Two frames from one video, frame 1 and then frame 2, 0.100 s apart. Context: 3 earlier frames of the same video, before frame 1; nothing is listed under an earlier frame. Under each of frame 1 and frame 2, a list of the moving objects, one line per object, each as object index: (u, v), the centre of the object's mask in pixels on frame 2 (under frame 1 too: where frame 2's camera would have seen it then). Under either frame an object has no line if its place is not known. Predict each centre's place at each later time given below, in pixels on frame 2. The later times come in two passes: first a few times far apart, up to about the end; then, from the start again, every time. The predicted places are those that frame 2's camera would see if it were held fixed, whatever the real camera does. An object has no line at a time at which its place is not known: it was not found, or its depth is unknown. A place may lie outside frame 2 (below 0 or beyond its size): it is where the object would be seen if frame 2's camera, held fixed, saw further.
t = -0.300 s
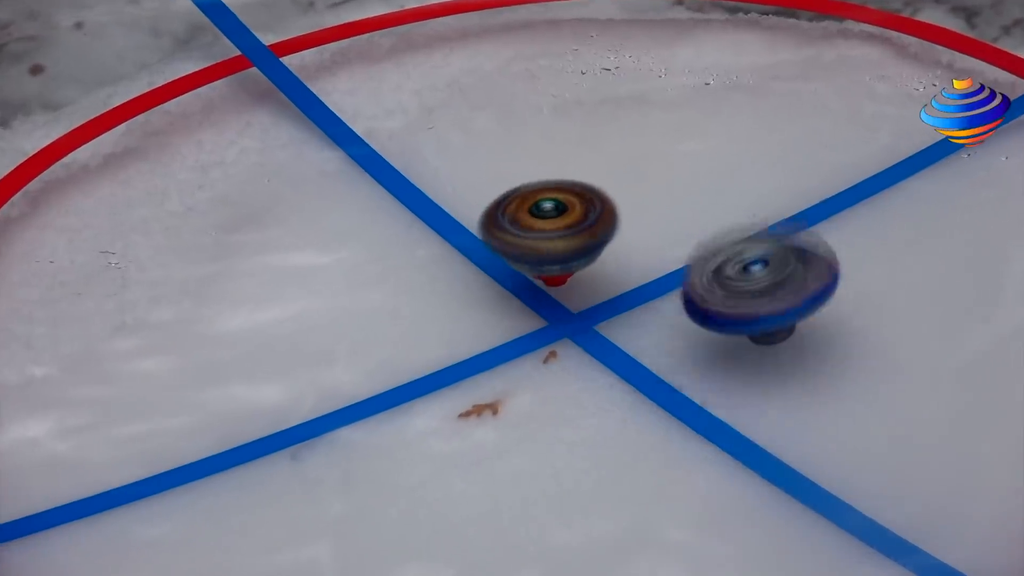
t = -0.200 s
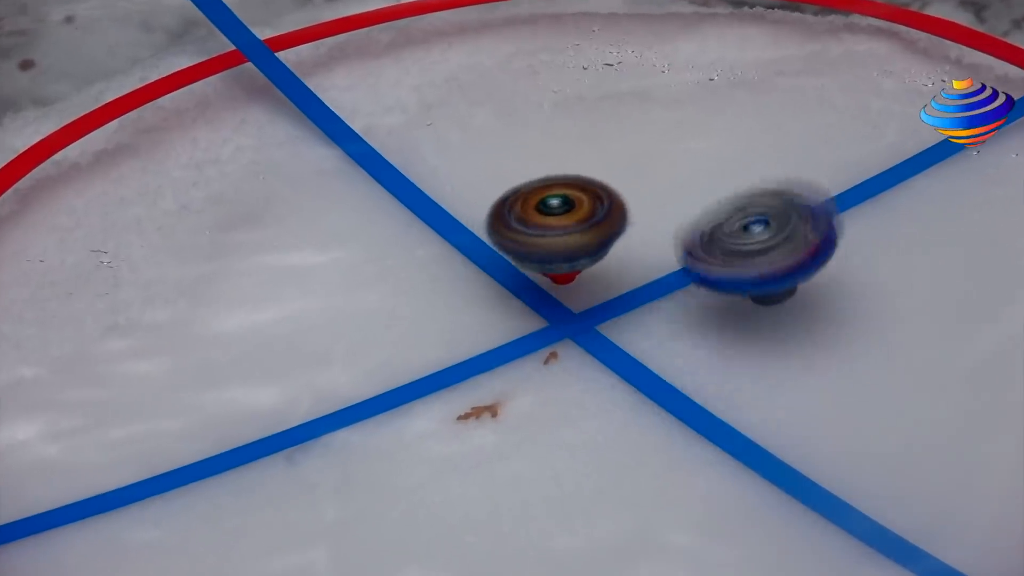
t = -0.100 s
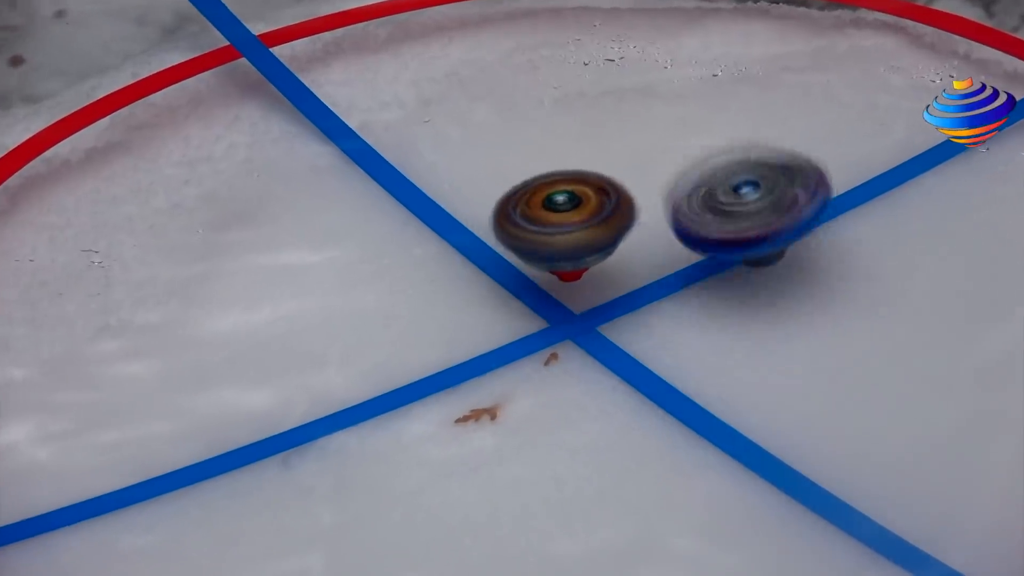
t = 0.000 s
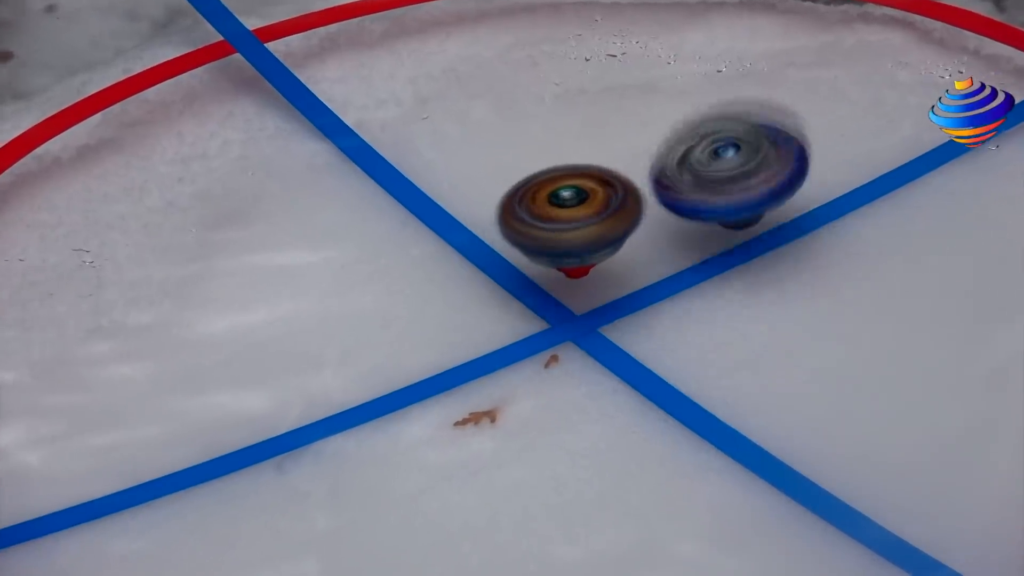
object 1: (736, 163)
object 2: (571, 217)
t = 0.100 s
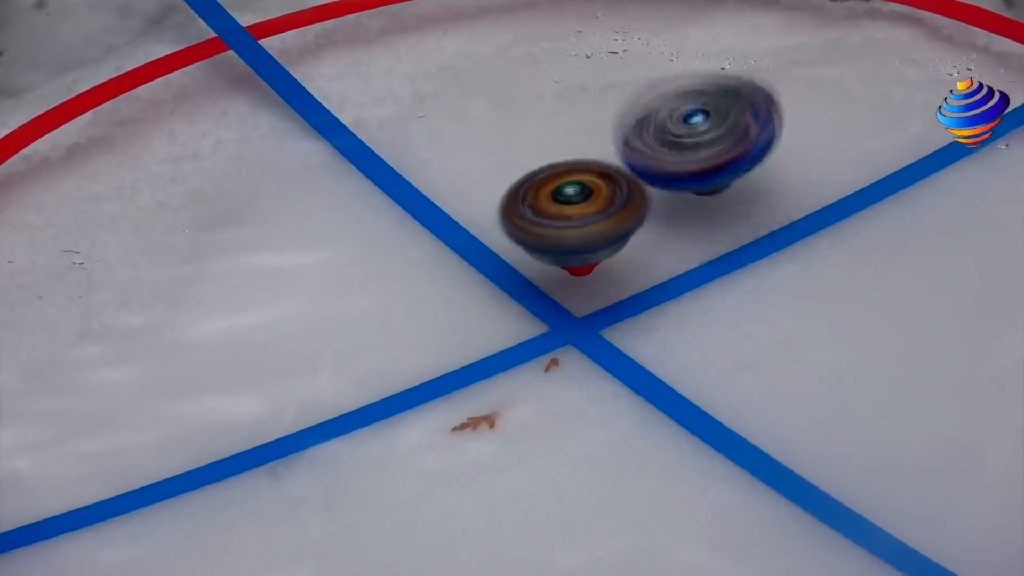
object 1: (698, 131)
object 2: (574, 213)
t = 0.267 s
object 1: (629, 86)
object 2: (575, 206)
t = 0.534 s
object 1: (484, 48)
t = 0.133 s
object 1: (684, 121)
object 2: (575, 211)
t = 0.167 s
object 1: (671, 110)
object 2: (575, 210)
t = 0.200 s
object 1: (659, 101)
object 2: (575, 209)
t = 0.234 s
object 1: (645, 93)
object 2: (576, 207)
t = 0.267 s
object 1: (629, 86)
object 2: (575, 206)
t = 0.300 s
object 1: (611, 79)
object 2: (575, 204)
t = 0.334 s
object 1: (593, 72)
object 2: (575, 203)
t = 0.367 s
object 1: (576, 68)
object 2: (573, 201)
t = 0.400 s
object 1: (559, 60)
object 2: (573, 200)
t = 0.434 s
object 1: (541, 57)
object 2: (572, 199)
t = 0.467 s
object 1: (521, 53)
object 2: (570, 198)
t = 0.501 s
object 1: (501, 50)
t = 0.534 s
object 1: (484, 48)
